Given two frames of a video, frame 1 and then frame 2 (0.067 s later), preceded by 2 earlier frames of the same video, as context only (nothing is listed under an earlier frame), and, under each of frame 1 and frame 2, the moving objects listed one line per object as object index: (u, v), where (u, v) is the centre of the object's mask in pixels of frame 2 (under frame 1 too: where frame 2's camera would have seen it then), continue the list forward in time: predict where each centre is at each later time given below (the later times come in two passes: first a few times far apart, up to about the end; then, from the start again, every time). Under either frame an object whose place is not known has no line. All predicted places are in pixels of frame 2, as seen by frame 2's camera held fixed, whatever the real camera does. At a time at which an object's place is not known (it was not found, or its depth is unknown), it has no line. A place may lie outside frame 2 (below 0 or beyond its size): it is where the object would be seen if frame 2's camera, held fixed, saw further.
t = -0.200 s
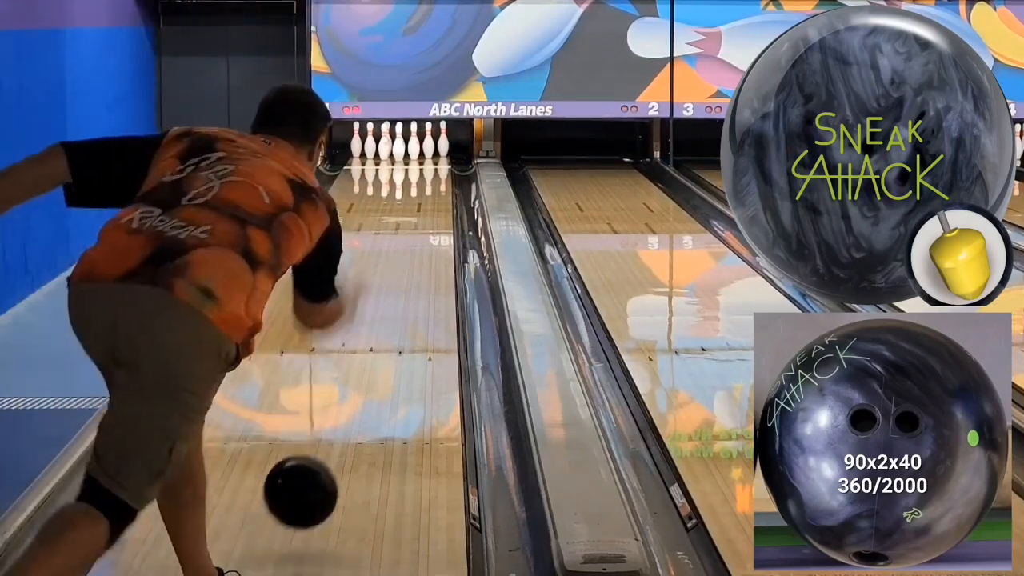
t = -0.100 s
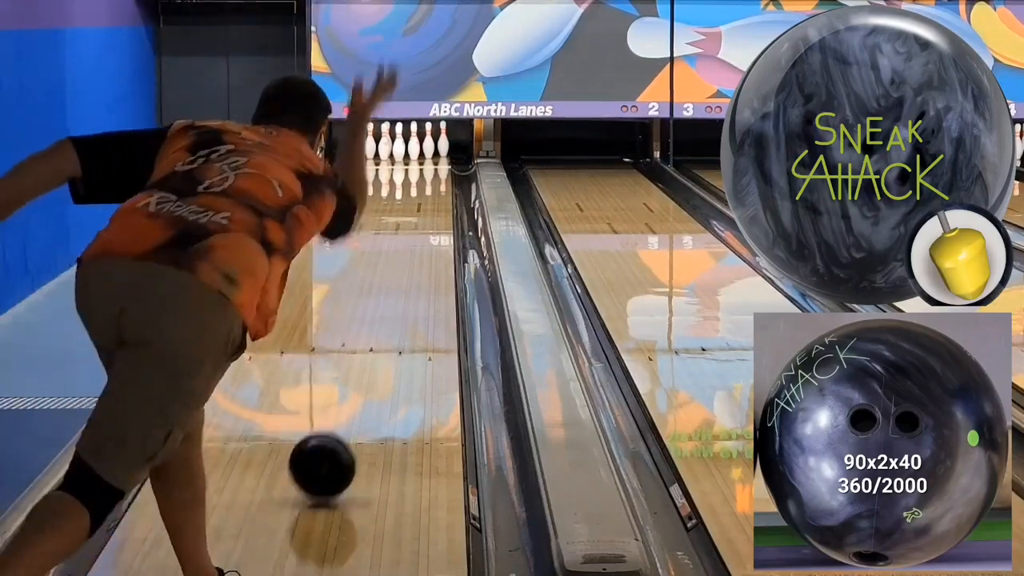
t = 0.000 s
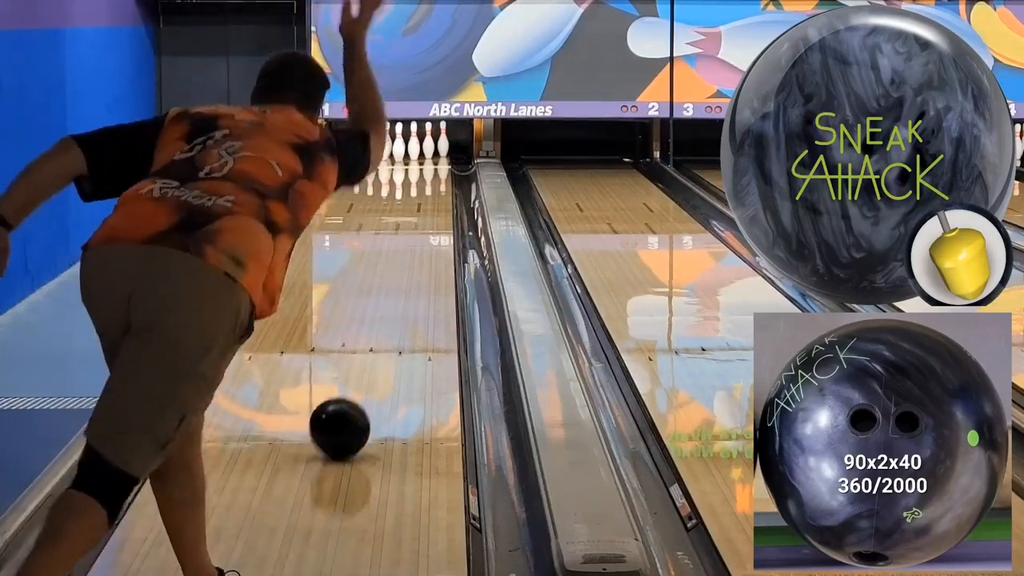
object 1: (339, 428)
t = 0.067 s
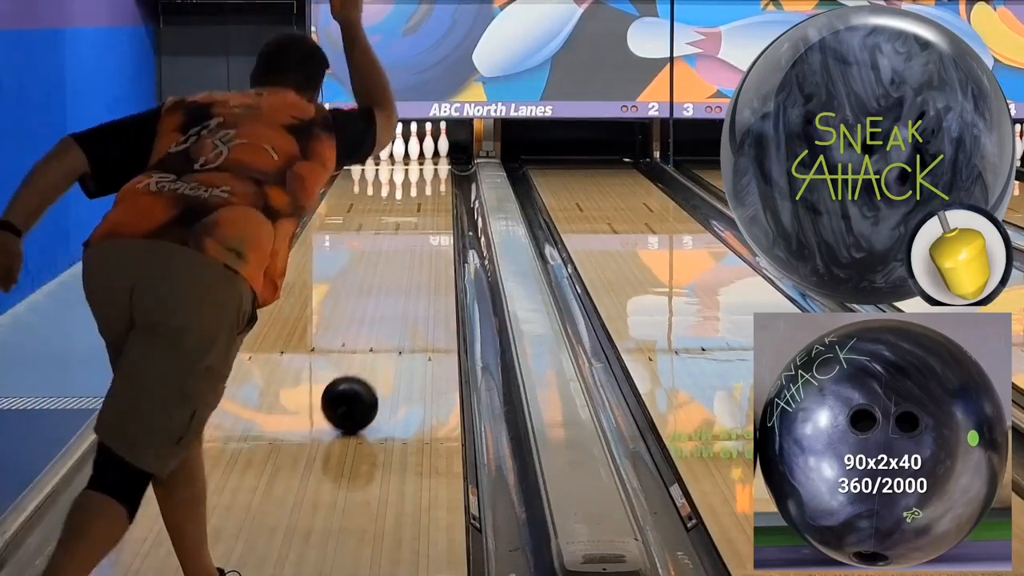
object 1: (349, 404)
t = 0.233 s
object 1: (369, 356)
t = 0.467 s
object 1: (390, 306)
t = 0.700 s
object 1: (405, 269)
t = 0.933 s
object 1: (416, 240)
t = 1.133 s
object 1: (422, 220)
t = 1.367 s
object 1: (426, 201)
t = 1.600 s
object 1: (428, 185)
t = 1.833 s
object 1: (426, 173)
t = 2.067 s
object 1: (421, 162)
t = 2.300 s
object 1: (413, 154)
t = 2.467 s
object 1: (414, 149)
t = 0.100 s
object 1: (354, 393)
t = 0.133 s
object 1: (358, 383)
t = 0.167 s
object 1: (362, 373)
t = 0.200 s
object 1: (366, 364)
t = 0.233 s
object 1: (369, 356)
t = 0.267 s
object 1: (373, 347)
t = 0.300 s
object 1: (376, 339)
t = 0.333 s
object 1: (379, 332)
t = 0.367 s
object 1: (382, 324)
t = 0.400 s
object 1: (385, 318)
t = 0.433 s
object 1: (388, 312)
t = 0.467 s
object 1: (390, 306)
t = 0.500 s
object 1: (393, 300)
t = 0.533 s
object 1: (395, 294)
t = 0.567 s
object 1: (397, 289)
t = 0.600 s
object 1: (399, 284)
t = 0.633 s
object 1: (401, 278)
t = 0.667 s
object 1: (403, 274)
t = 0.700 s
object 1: (405, 269)
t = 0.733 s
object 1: (407, 264)
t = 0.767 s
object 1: (408, 260)
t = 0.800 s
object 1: (410, 256)
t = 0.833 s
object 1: (411, 252)
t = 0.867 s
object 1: (413, 248)
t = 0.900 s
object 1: (414, 244)
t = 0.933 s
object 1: (416, 240)
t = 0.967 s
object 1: (417, 237)
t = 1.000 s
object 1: (418, 233)
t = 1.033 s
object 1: (419, 230)
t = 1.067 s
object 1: (420, 226)
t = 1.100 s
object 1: (421, 223)
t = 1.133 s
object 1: (422, 220)
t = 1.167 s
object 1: (423, 217)
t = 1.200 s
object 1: (423, 214)
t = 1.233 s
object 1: (424, 211)
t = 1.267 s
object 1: (425, 209)
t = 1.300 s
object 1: (425, 206)
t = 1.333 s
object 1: (426, 204)
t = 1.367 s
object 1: (426, 201)
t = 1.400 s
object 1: (427, 199)
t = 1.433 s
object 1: (427, 197)
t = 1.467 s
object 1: (427, 194)
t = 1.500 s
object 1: (428, 192)
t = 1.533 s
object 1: (428, 190)
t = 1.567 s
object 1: (428, 188)
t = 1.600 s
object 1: (428, 185)
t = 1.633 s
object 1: (428, 183)
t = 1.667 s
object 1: (428, 182)
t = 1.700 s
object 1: (428, 180)
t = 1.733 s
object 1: (428, 178)
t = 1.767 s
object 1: (427, 176)
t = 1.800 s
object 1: (427, 175)
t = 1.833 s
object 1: (426, 173)
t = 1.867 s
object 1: (426, 171)
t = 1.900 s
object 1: (425, 170)
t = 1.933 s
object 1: (424, 168)
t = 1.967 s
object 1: (424, 166)
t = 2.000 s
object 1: (423, 165)
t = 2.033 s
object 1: (422, 163)
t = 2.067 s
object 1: (421, 162)
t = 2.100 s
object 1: (420, 161)
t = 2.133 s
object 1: (419, 159)
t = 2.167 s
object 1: (418, 158)
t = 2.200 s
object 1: (416, 157)
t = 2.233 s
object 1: (415, 156)
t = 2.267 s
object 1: (414, 155)
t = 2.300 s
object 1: (413, 154)
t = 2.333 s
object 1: (411, 153)
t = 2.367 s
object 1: (411, 151)
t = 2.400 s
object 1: (412, 151)
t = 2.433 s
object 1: (413, 150)
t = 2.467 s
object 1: (414, 149)
